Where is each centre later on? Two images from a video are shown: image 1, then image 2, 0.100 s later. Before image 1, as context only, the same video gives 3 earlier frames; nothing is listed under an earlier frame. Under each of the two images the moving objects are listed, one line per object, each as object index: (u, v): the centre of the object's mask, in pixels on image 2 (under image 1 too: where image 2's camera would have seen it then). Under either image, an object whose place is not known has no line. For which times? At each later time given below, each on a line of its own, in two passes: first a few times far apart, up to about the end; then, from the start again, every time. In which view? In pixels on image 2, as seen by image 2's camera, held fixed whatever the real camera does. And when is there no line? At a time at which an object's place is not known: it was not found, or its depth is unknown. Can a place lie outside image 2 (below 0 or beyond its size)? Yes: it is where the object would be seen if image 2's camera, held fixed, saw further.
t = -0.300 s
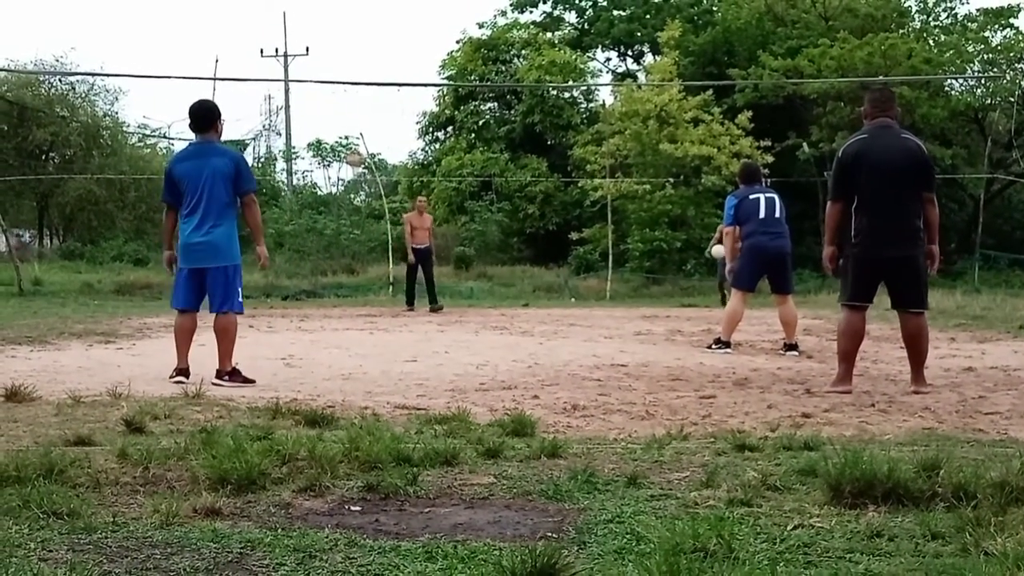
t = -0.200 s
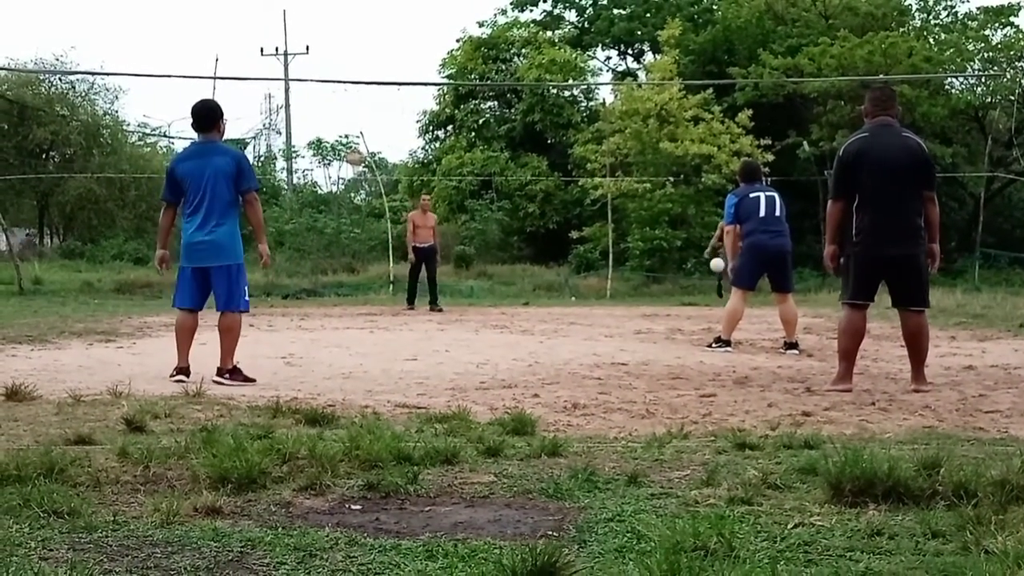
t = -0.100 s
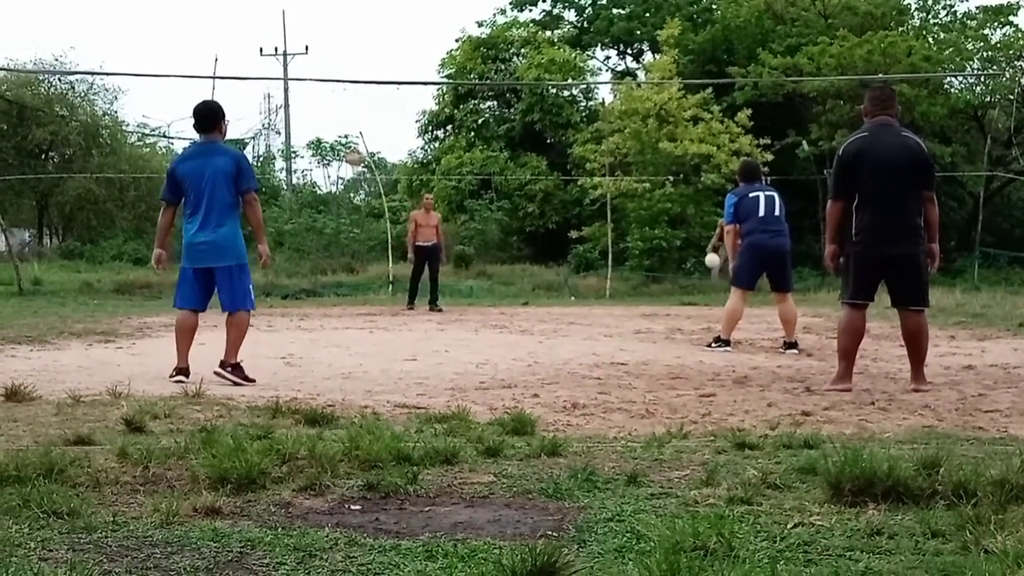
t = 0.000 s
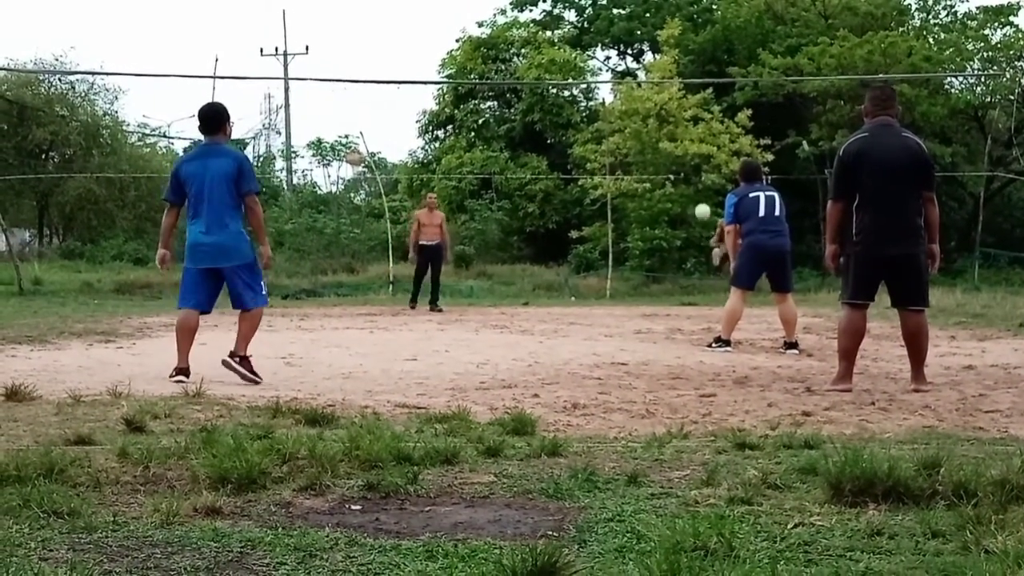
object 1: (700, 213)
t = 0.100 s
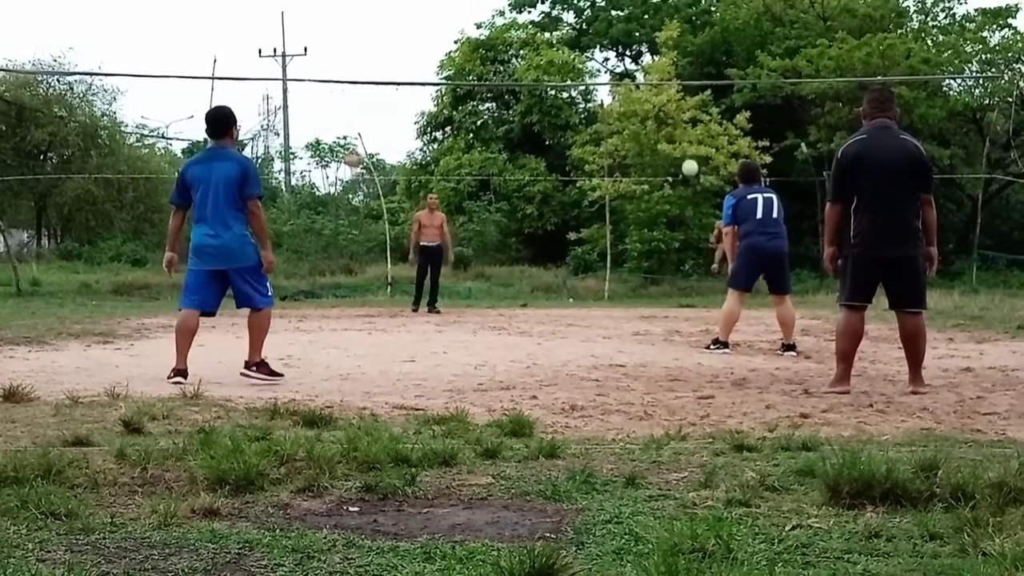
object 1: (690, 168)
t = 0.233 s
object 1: (673, 113)
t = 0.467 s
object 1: (636, 42)
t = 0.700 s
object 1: (591, 7)
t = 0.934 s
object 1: (537, 25)
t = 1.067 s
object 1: (500, 71)
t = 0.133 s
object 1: (686, 153)
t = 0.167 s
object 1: (682, 139)
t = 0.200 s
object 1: (677, 126)
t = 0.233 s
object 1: (673, 113)
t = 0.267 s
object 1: (668, 101)
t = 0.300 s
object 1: (664, 90)
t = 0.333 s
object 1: (658, 77)
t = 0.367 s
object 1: (653, 67)
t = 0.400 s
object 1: (648, 58)
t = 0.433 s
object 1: (642, 50)
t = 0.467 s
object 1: (636, 42)
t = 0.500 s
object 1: (630, 34)
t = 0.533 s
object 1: (624, 28)
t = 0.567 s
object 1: (618, 22)
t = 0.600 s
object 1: (612, 17)
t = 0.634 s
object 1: (605, 13)
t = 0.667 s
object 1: (599, 9)
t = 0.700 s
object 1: (591, 7)
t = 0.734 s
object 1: (584, 6)
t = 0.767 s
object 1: (577, 6)
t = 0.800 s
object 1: (569, 8)
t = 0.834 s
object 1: (561, 10)
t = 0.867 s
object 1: (554, 15)
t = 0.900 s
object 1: (545, 19)
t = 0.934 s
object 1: (537, 25)
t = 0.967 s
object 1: (529, 35)
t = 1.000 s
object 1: (520, 45)
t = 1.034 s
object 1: (510, 57)
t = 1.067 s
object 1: (500, 71)
